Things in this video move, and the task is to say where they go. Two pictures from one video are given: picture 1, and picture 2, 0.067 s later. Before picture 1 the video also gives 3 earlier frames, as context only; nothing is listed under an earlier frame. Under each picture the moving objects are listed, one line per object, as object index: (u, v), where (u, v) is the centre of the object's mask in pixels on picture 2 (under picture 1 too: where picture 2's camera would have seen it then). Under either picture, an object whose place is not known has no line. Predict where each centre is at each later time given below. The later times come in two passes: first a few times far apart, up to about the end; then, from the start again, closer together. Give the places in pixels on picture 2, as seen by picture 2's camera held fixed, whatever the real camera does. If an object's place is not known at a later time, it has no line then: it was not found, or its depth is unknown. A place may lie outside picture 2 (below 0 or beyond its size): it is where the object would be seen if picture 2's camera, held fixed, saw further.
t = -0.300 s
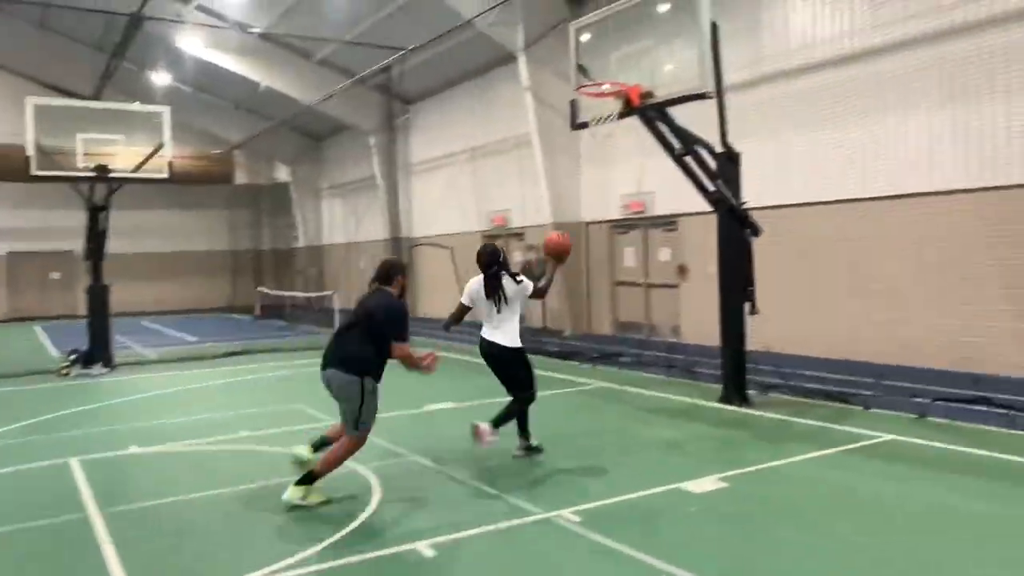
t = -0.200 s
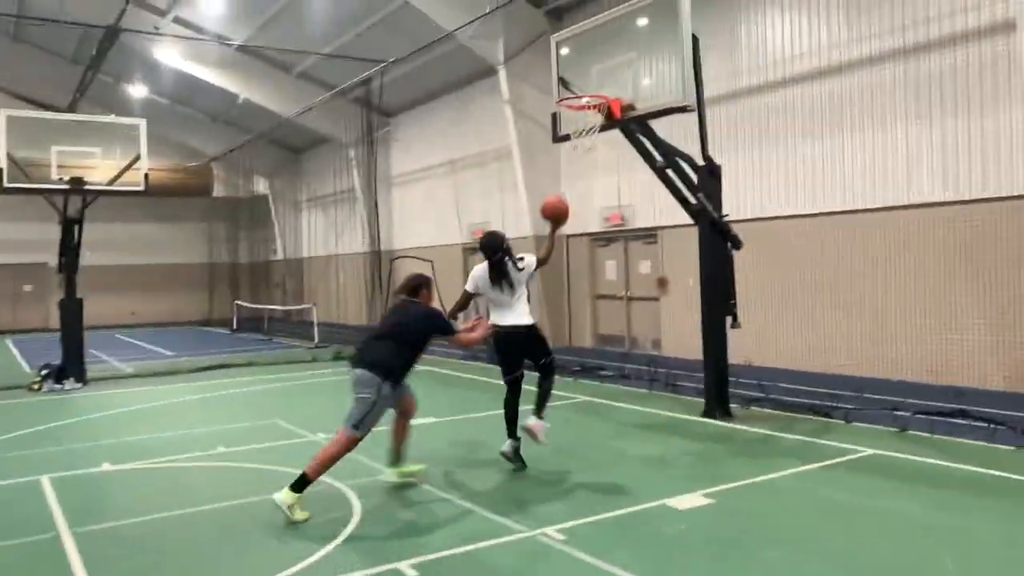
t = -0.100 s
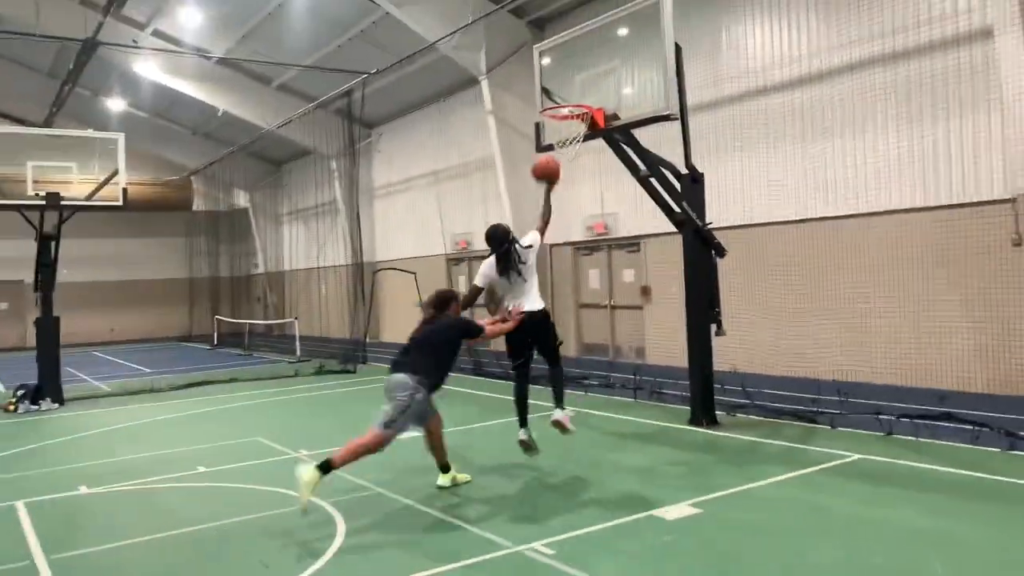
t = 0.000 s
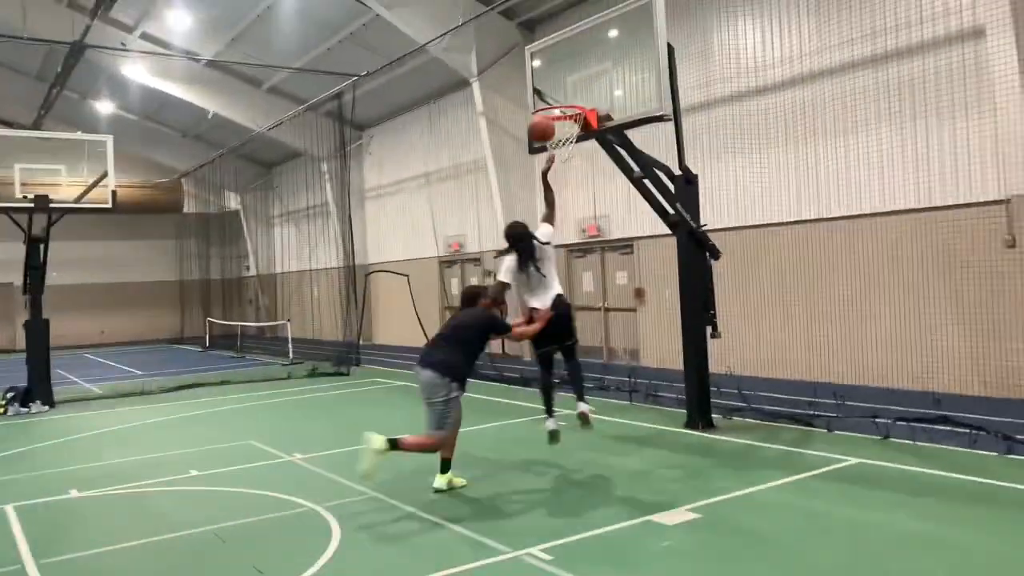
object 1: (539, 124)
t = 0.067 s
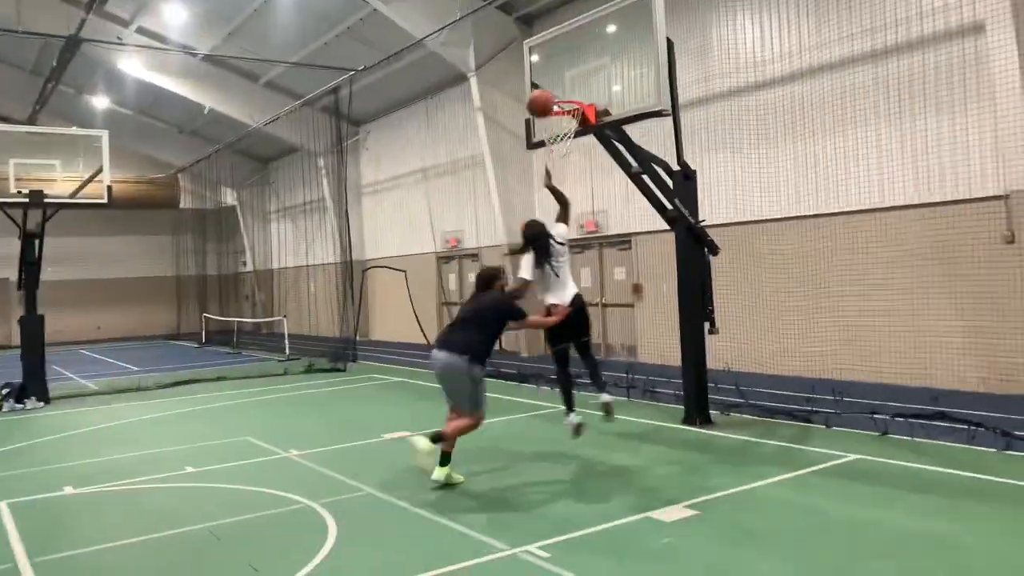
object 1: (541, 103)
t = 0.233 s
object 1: (545, 76)
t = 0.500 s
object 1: (556, 94)
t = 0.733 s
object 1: (560, 143)
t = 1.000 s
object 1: (566, 223)
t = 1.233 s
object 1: (577, 351)
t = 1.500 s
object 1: (579, 353)
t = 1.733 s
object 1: (575, 273)
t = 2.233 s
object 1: (571, 298)
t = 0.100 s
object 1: (542, 96)
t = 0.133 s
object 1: (544, 88)
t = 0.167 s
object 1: (545, 83)
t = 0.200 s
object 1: (546, 79)
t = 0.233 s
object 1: (545, 76)
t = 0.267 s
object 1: (546, 74)
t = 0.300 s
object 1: (549, 73)
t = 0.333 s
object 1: (550, 74)
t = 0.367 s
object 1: (550, 76)
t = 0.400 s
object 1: (552, 79)
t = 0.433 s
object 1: (553, 83)
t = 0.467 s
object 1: (555, 87)
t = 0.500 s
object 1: (556, 94)
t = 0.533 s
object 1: (557, 104)
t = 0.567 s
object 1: (557, 114)
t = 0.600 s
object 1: (557, 118)
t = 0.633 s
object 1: (559, 125)
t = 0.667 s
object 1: (562, 137)
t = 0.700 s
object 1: (560, 141)
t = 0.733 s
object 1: (560, 143)
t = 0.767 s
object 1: (561, 149)
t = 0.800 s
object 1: (563, 156)
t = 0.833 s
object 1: (564, 164)
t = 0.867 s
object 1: (564, 174)
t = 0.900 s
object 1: (565, 185)
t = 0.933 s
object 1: (565, 196)
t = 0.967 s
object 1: (566, 209)
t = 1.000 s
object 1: (566, 223)
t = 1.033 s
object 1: (568, 239)
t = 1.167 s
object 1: (574, 309)
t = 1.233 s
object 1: (577, 351)
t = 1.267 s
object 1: (579, 373)
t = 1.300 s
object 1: (580, 398)
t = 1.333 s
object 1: (582, 425)
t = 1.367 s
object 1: (582, 423)
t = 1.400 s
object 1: (581, 404)
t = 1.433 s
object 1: (580, 385)
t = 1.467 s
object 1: (579, 368)
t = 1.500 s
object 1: (579, 353)
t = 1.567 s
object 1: (577, 324)
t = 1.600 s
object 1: (576, 312)
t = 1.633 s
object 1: (576, 300)
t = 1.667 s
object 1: (575, 290)
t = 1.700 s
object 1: (575, 281)
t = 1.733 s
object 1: (575, 273)
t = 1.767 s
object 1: (574, 265)
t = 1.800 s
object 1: (574, 260)
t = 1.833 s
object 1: (574, 256)
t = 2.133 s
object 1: (572, 270)
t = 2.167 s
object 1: (571, 277)
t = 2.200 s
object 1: (571, 287)
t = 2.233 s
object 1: (571, 298)
